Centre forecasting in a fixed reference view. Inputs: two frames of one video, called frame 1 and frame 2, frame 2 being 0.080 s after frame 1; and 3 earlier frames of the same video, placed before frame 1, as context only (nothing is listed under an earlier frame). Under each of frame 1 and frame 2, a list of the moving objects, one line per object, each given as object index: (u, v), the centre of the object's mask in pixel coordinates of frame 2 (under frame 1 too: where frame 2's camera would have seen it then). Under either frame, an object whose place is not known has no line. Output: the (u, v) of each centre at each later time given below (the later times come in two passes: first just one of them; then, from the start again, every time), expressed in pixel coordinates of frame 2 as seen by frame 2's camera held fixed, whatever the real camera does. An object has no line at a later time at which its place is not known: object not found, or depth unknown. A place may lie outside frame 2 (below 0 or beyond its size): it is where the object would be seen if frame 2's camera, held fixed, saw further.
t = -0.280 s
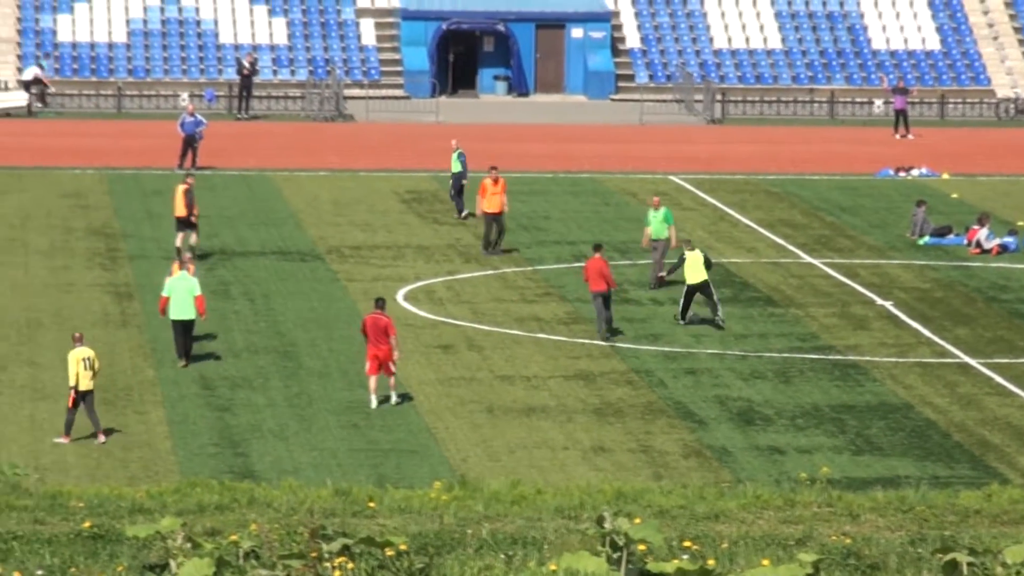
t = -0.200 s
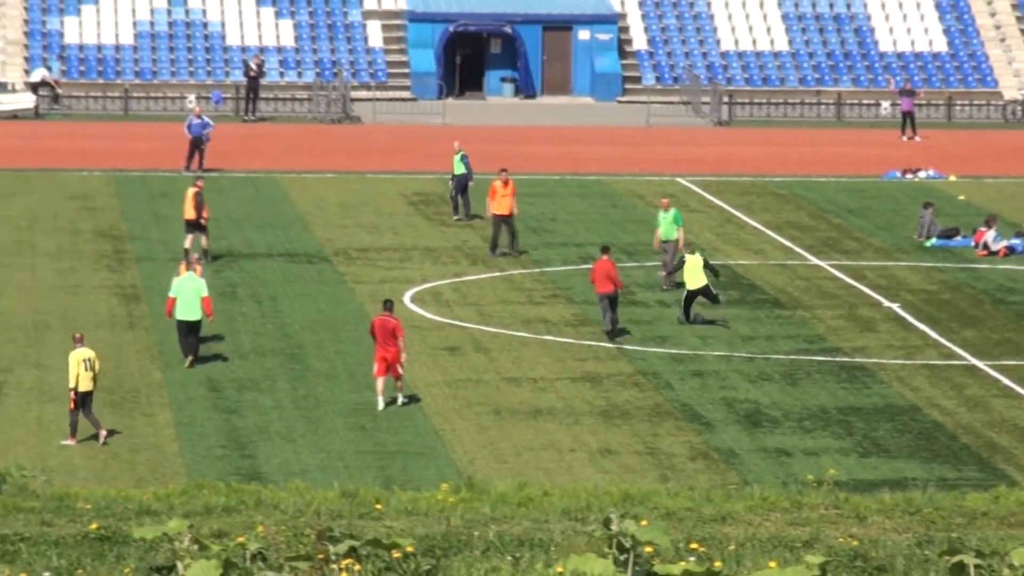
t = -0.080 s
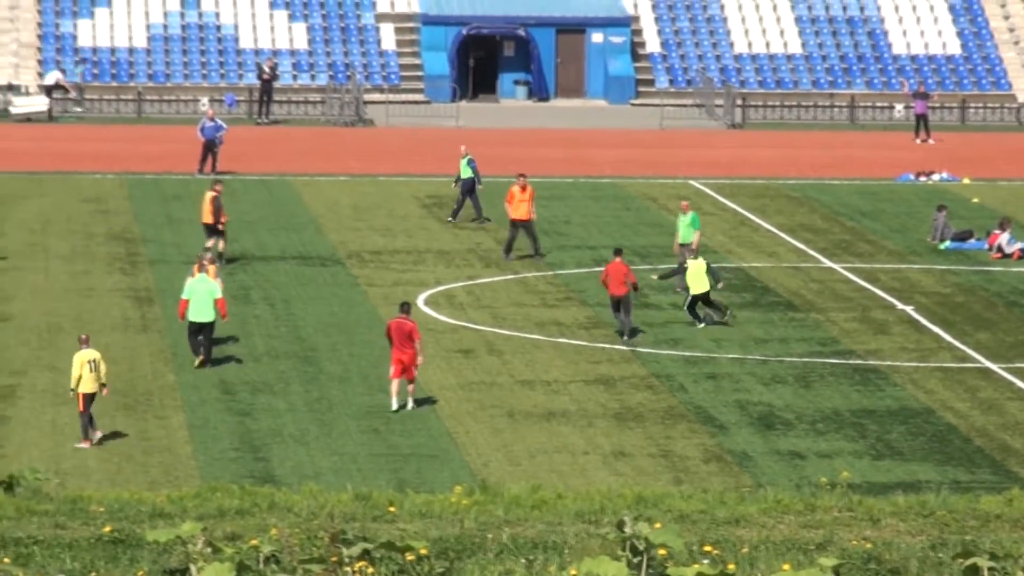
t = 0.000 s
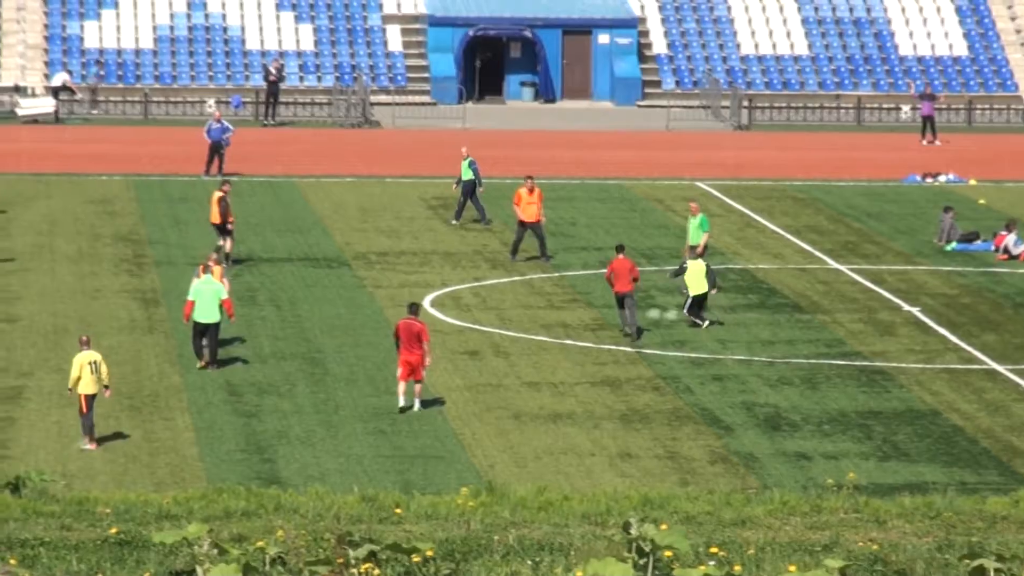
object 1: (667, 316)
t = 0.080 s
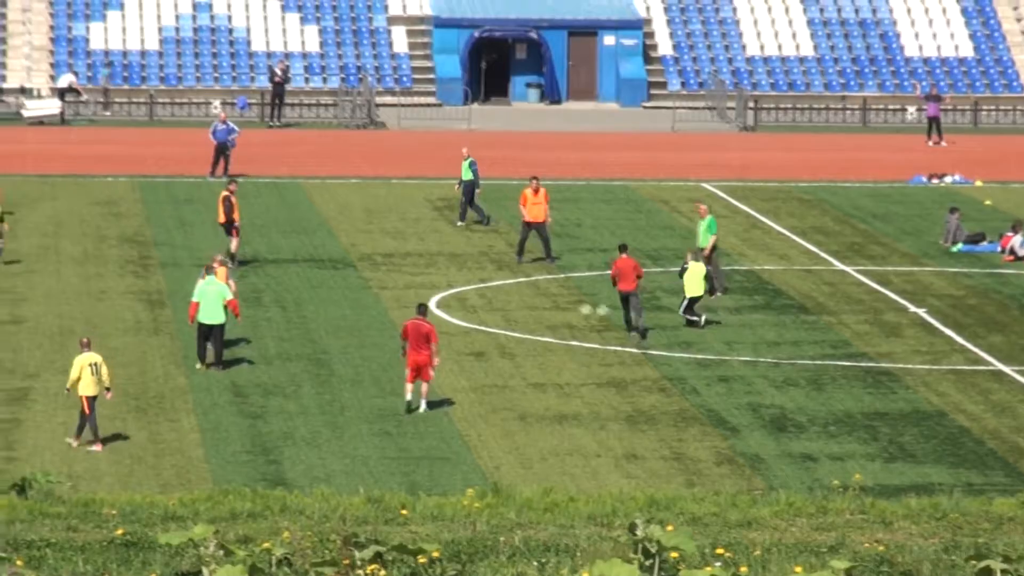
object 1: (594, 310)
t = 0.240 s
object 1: (454, 301)
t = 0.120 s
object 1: (556, 308)
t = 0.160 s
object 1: (521, 308)
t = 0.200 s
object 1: (485, 305)
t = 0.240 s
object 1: (454, 301)
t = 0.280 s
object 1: (420, 296)
